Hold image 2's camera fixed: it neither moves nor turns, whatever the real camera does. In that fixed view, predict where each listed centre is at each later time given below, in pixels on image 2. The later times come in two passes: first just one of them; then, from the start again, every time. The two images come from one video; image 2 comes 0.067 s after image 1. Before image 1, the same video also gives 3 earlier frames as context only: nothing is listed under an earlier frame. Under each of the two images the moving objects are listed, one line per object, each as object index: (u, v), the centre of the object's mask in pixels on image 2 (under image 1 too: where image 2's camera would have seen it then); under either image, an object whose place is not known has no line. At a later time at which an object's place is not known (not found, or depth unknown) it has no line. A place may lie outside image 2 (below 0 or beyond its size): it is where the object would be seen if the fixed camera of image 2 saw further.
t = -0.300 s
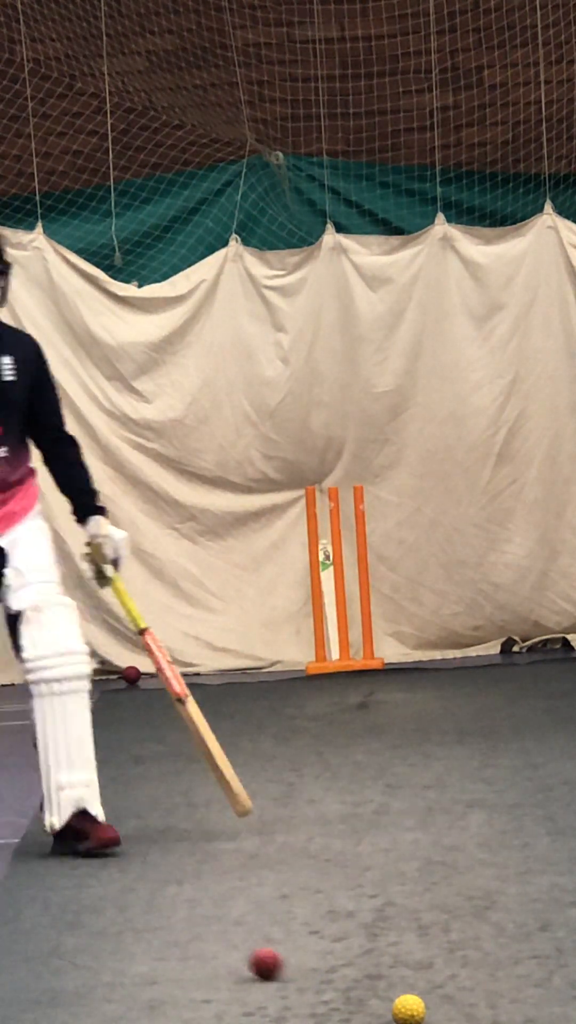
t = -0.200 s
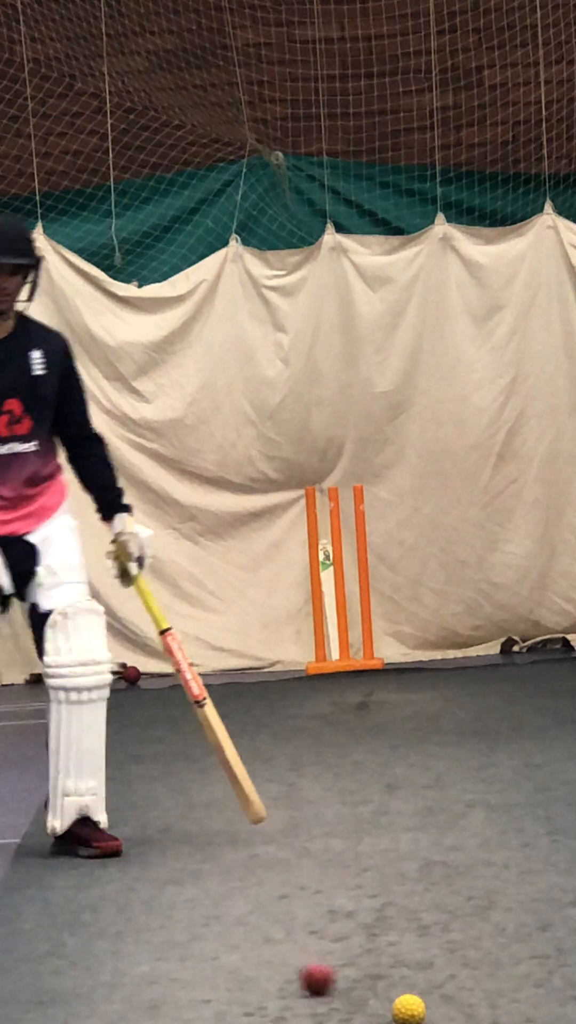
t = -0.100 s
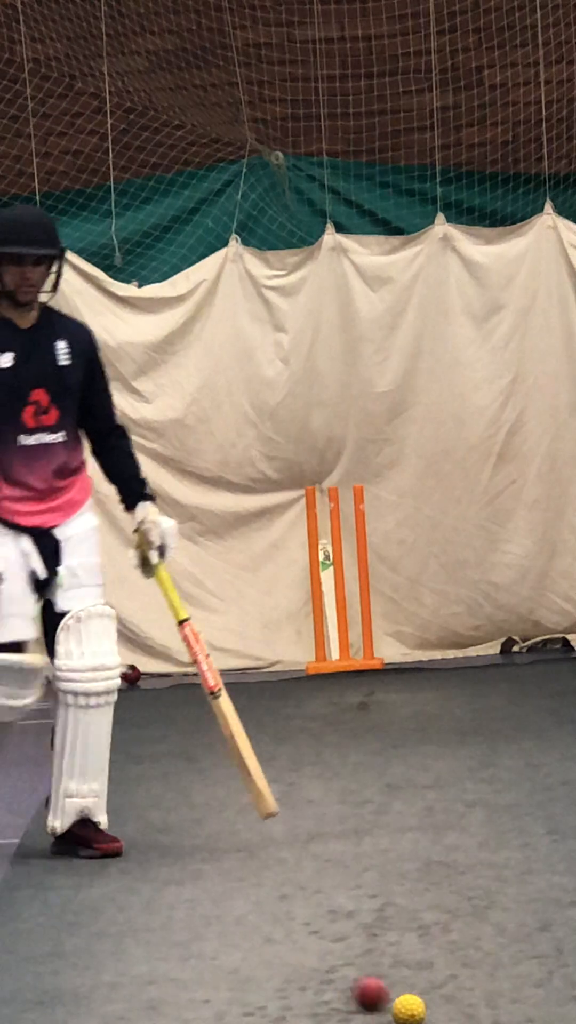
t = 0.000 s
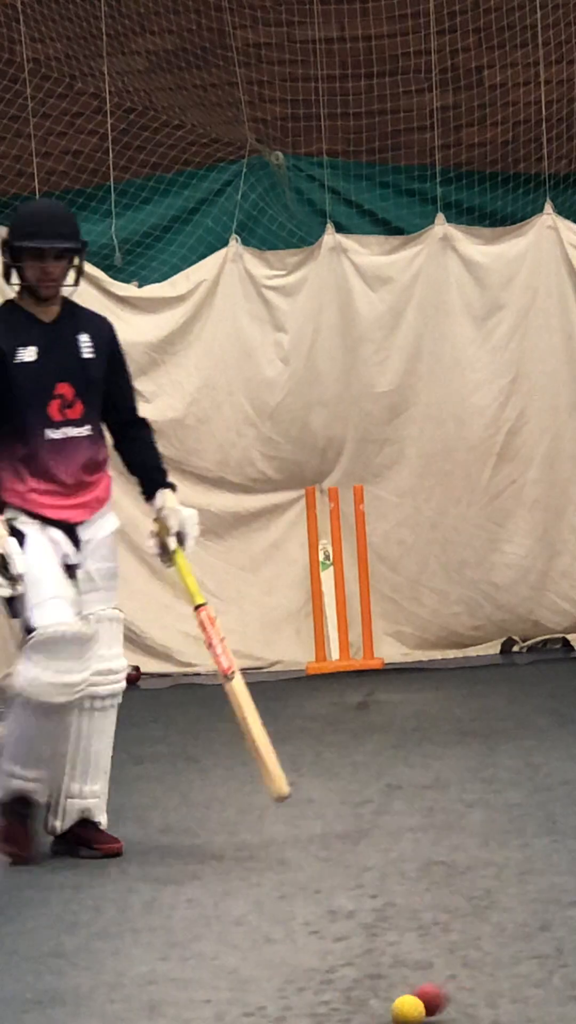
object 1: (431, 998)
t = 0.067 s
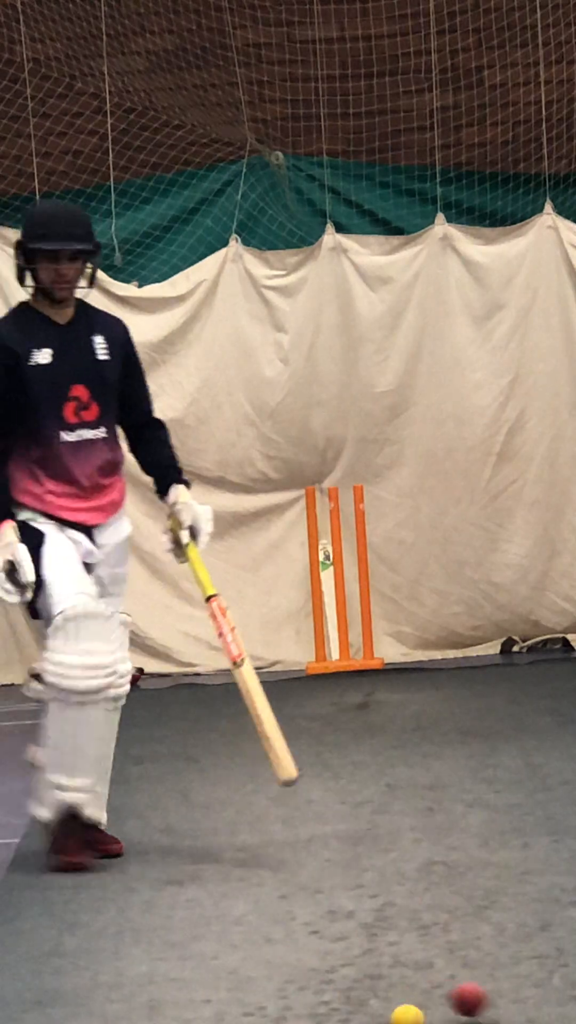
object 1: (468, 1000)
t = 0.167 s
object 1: (530, 1005)
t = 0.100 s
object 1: (490, 1007)
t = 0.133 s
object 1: (510, 1005)
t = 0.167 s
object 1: (530, 1005)
